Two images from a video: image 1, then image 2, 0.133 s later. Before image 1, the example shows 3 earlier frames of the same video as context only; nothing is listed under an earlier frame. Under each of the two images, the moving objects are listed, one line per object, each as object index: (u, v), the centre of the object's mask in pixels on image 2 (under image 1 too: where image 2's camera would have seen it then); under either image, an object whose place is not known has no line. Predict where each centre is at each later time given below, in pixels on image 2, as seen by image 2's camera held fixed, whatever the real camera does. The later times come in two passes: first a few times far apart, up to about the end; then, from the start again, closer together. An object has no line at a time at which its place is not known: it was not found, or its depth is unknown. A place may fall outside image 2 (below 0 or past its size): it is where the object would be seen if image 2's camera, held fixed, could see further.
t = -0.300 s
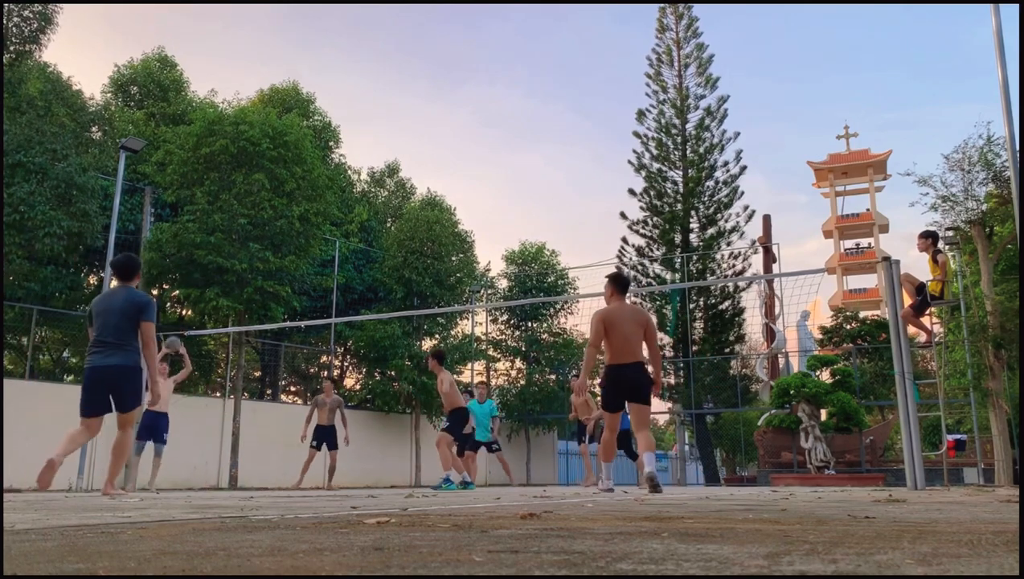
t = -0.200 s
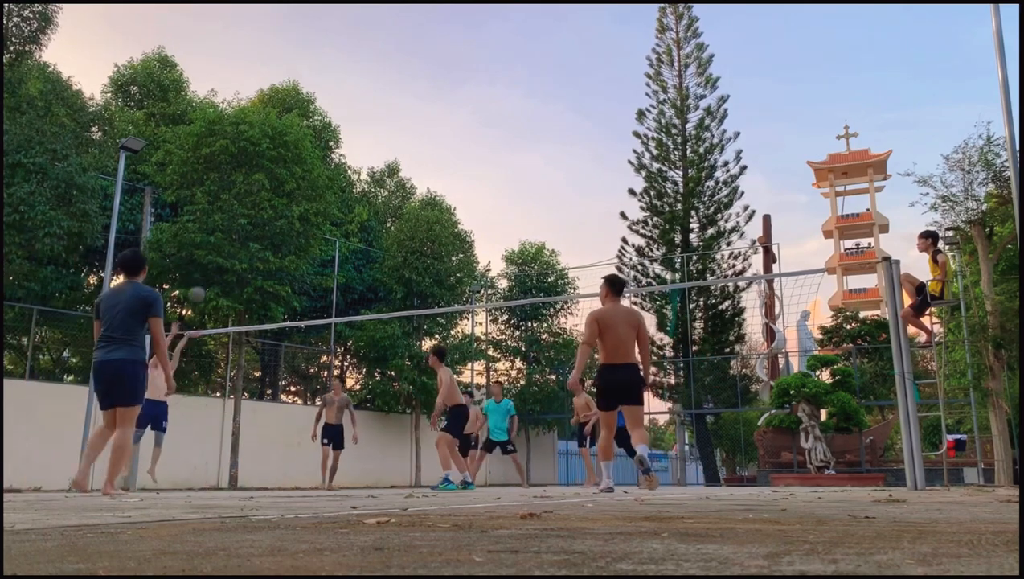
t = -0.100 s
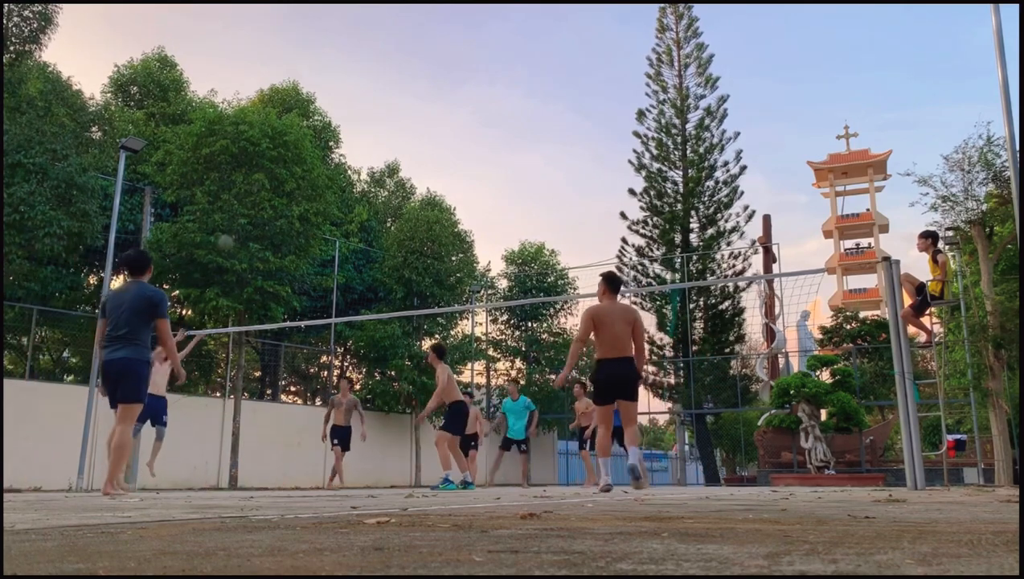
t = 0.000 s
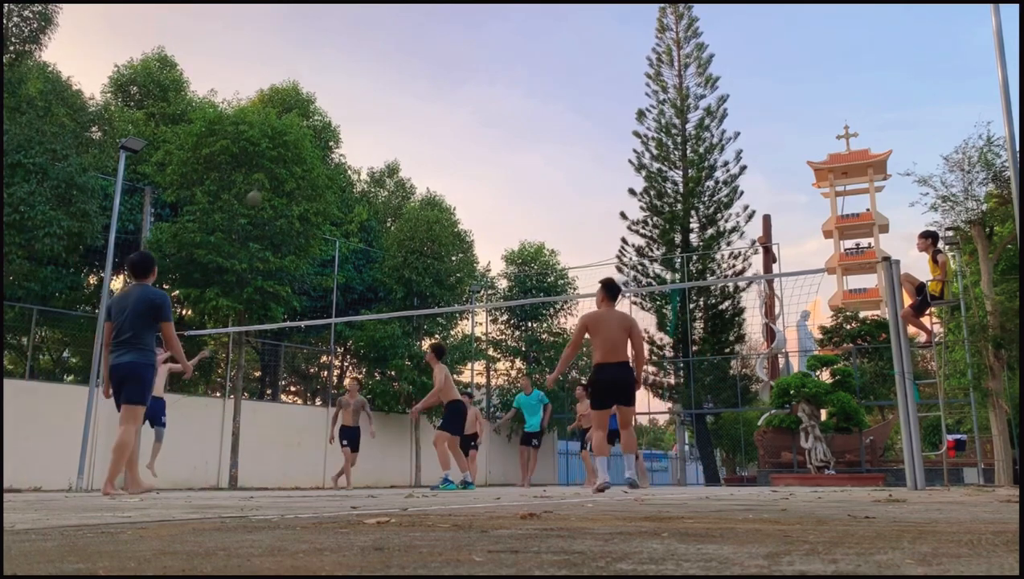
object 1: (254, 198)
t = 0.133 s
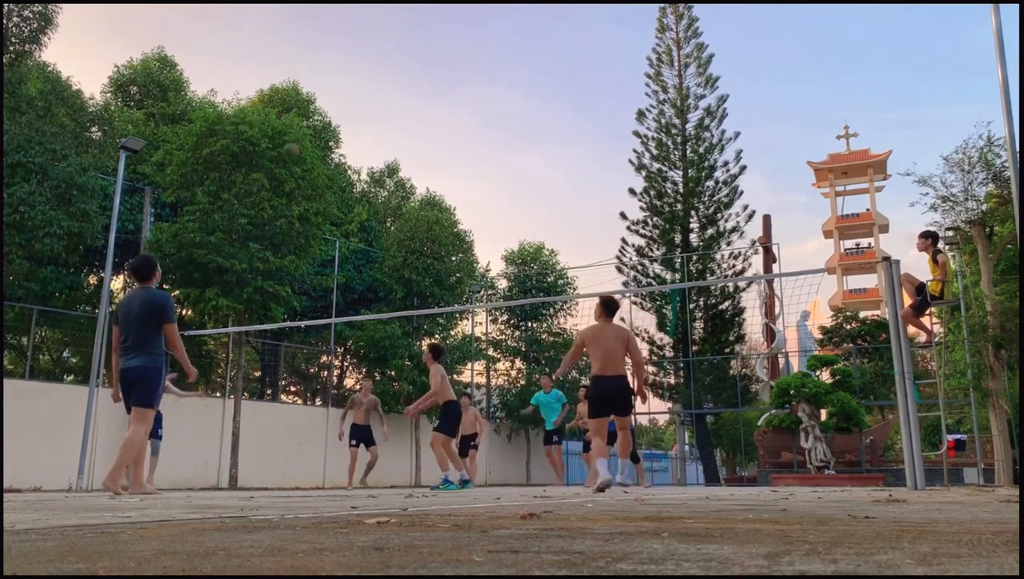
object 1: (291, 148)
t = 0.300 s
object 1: (336, 106)
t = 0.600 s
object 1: (419, 72)
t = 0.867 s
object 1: (494, 95)
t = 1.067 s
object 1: (553, 147)
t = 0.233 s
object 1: (316, 122)
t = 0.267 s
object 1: (327, 114)
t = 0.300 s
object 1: (336, 106)
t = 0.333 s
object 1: (346, 99)
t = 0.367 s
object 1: (355, 94)
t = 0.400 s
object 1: (363, 88)
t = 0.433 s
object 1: (373, 84)
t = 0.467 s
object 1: (382, 80)
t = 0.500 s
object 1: (391, 77)
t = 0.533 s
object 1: (400, 74)
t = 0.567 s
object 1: (410, 73)
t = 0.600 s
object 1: (419, 72)
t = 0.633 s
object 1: (428, 72)
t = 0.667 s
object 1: (437, 73)
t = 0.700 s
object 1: (447, 75)
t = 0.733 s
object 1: (456, 77)
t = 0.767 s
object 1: (466, 80)
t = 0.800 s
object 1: (475, 84)
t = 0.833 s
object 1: (484, 89)
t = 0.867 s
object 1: (494, 95)
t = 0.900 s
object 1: (504, 101)
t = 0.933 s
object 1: (513, 108)
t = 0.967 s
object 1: (523, 117)
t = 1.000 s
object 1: (533, 126)
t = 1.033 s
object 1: (543, 136)
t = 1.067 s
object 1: (553, 147)
